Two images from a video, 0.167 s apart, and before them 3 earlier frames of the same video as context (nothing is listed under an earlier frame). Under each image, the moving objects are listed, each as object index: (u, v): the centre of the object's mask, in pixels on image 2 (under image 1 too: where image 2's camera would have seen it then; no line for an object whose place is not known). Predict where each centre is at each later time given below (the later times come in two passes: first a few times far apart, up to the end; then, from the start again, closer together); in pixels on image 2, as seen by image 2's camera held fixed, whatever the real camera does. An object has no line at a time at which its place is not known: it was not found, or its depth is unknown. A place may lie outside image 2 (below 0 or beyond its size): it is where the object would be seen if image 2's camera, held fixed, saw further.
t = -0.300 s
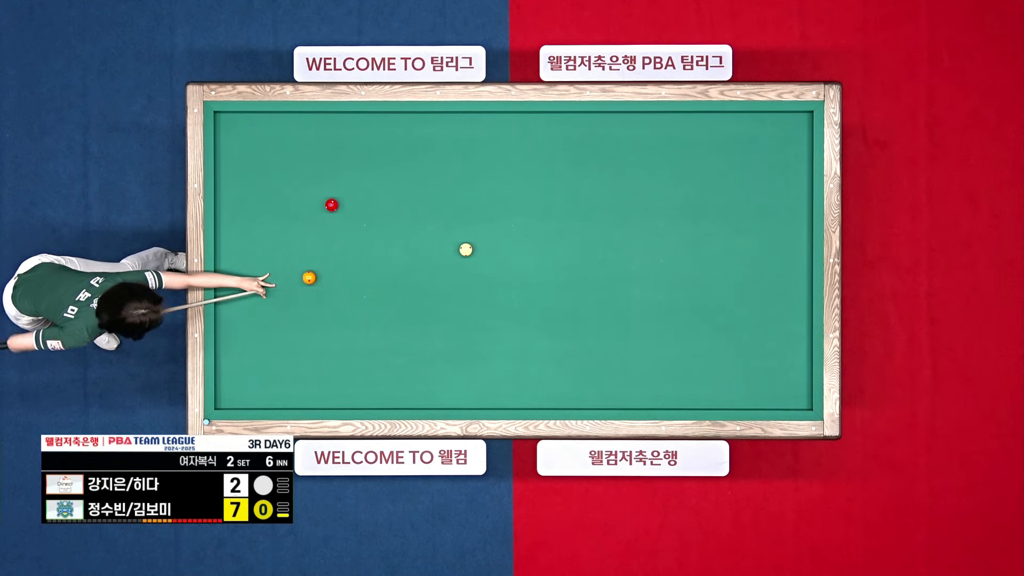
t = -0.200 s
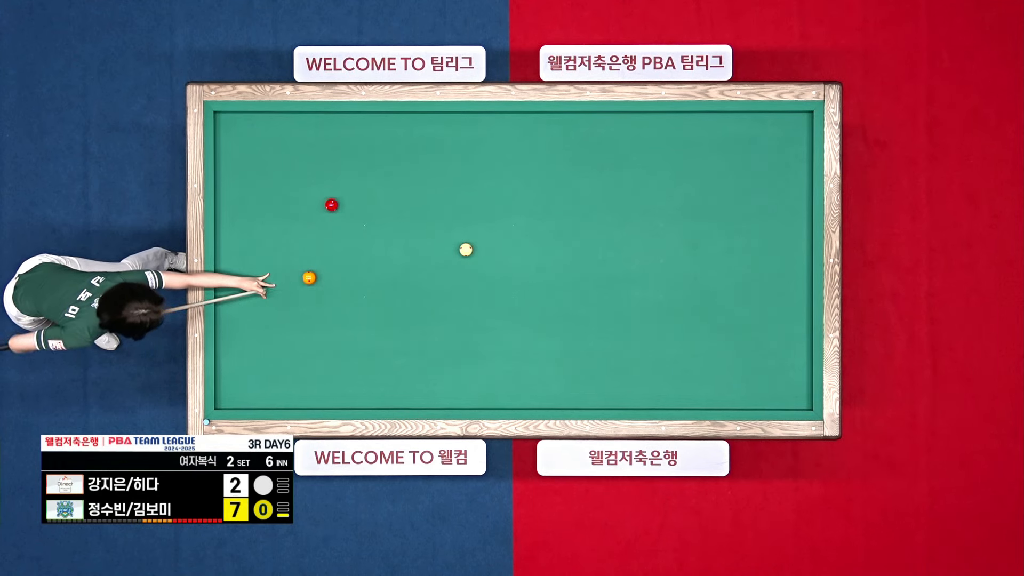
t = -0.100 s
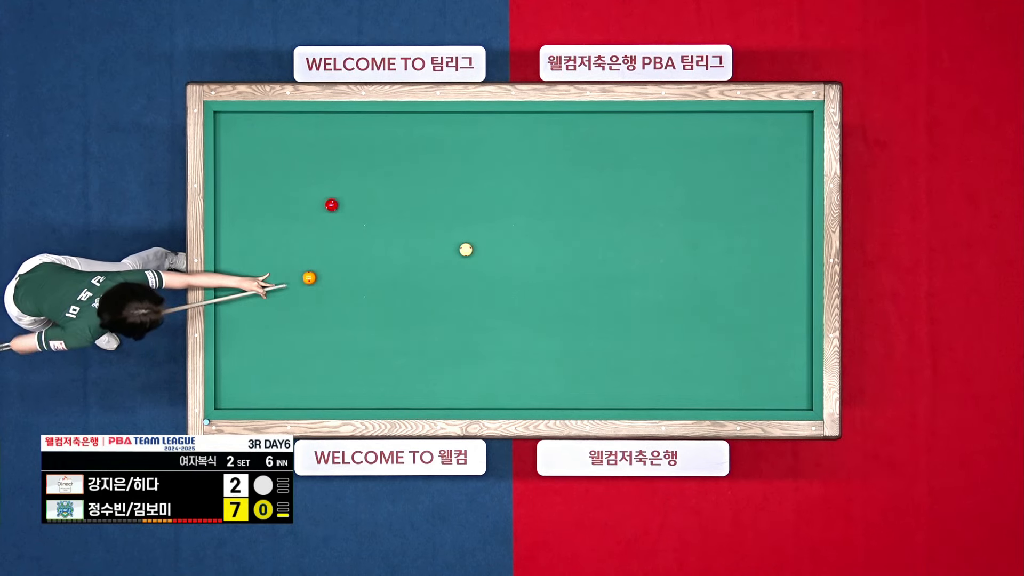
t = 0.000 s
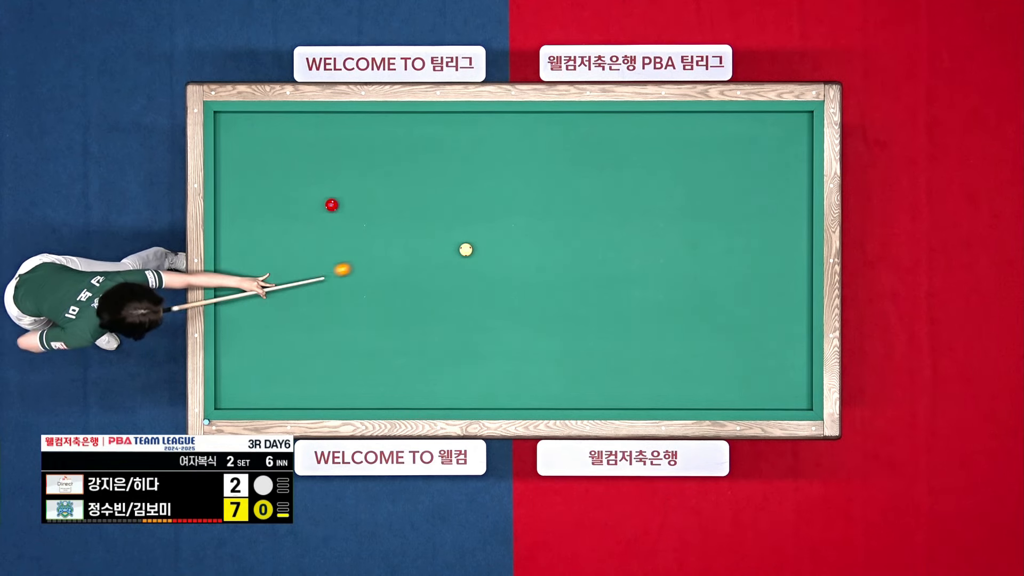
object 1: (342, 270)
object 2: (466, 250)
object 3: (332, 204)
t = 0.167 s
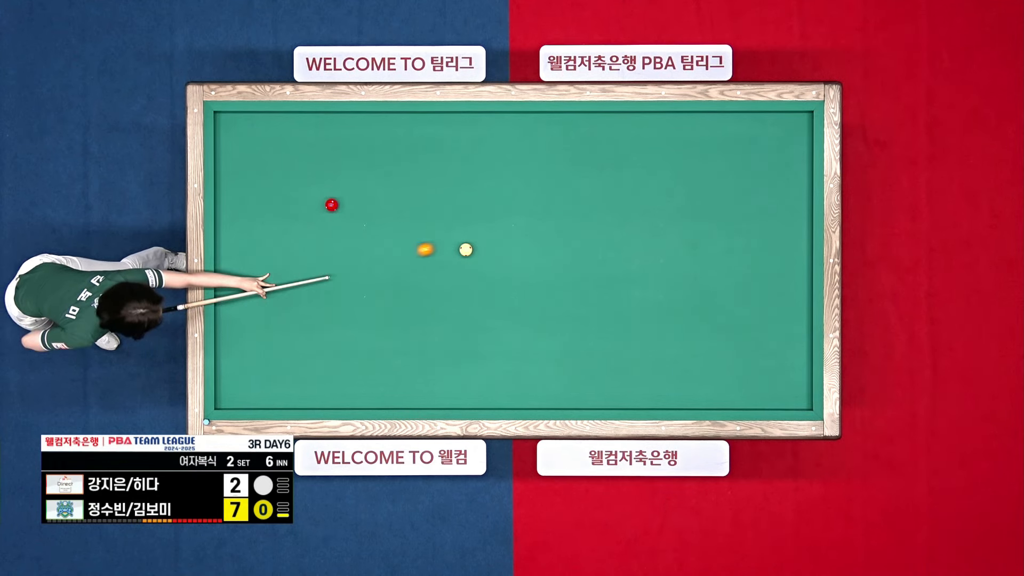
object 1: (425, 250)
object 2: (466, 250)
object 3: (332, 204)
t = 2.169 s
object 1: (706, 335)
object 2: (800, 365)
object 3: (332, 204)
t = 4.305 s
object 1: (412, 248)
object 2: (636, 238)
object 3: (332, 204)
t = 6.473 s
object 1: (307, 144)
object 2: (507, 136)
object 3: (228, 219)
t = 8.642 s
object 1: (295, 203)
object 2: (434, 146)
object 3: (267, 228)
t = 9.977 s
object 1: (291, 220)
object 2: (412, 160)
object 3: (278, 231)
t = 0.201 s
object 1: (441, 246)
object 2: (466, 250)
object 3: (332, 204)
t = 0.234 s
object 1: (456, 241)
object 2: (467, 250)
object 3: (332, 204)
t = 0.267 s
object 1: (463, 232)
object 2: (476, 256)
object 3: (332, 204)
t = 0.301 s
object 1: (470, 223)
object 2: (484, 261)
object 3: (332, 204)
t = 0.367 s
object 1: (485, 206)
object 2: (501, 271)
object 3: (332, 204)
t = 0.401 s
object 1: (494, 197)
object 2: (508, 276)
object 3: (332, 204)
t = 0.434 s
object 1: (502, 189)
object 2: (516, 280)
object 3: (332, 204)
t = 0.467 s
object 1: (511, 181)
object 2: (522, 284)
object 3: (332, 204)
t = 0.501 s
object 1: (520, 173)
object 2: (529, 288)
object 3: (332, 204)
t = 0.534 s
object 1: (529, 166)
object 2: (535, 292)
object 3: (332, 204)
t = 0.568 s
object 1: (538, 158)
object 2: (542, 296)
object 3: (332, 204)
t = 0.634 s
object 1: (556, 143)
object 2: (555, 304)
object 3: (332, 204)
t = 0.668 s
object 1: (565, 135)
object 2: (561, 308)
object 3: (332, 204)
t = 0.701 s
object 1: (575, 127)
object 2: (567, 312)
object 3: (332, 204)
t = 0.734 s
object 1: (584, 119)
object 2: (574, 315)
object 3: (332, 204)
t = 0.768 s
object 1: (593, 121)
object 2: (580, 319)
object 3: (332, 204)
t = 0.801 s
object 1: (602, 128)
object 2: (586, 323)
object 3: (332, 204)
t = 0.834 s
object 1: (611, 134)
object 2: (593, 327)
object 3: (332, 204)
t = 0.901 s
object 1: (630, 145)
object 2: (605, 335)
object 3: (332, 204)
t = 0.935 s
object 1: (639, 149)
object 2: (612, 338)
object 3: (332, 204)
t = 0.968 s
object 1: (648, 154)
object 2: (618, 342)
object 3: (332, 204)
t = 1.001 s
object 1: (657, 159)
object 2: (624, 346)
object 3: (332, 204)
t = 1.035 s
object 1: (666, 163)
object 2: (631, 350)
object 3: (332, 204)
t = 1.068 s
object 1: (675, 168)
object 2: (637, 354)
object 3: (332, 204)
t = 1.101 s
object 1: (684, 172)
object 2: (643, 357)
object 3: (332, 204)
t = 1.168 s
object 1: (703, 181)
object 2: (656, 365)
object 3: (332, 204)
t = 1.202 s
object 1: (711, 186)
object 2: (662, 369)
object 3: (332, 204)
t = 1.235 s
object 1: (721, 190)
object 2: (668, 372)
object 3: (332, 204)
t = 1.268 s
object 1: (730, 195)
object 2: (674, 376)
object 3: (332, 204)
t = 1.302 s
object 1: (738, 199)
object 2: (680, 380)
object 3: (332, 204)
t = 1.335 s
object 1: (747, 204)
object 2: (687, 384)
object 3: (332, 204)
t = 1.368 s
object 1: (756, 208)
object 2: (693, 387)
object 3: (332, 204)
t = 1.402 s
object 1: (765, 213)
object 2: (699, 391)
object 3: (332, 204)
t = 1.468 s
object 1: (783, 222)
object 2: (711, 398)
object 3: (332, 204)
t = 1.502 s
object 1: (792, 226)
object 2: (717, 402)
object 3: (332, 204)
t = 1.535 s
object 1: (801, 231)
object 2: (723, 403)
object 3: (332, 204)
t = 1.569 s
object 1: (805, 236)
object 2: (728, 400)
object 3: (332, 204)
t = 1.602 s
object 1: (797, 241)
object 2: (733, 398)
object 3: (332, 204)
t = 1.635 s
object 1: (790, 247)
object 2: (737, 396)
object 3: (332, 204)
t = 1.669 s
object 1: (783, 253)
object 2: (742, 394)
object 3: (332, 204)
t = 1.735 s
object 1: (771, 264)
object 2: (752, 390)
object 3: (332, 204)
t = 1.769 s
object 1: (766, 270)
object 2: (757, 388)
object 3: (332, 204)
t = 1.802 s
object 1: (761, 275)
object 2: (762, 386)
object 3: (332, 204)
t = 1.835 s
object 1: (756, 281)
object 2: (767, 384)
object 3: (332, 204)
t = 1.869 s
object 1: (751, 286)
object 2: (771, 382)
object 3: (332, 204)
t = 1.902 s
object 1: (746, 292)
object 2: (776, 381)
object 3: (332, 204)
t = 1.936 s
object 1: (741, 297)
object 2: (781, 379)
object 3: (332, 204)
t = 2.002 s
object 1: (731, 309)
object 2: (791, 375)
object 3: (332, 204)
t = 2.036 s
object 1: (726, 314)
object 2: (795, 373)
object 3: (332, 204)
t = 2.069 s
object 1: (721, 319)
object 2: (800, 371)
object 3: (332, 204)
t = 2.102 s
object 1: (716, 325)
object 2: (805, 369)
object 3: (332, 204)
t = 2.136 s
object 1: (711, 330)
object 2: (804, 367)
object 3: (332, 204)
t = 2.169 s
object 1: (706, 335)
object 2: (800, 365)
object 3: (332, 204)
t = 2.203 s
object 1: (701, 341)
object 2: (797, 363)
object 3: (332, 204)
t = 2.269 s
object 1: (691, 352)
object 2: (791, 358)
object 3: (332, 204)
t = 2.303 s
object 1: (686, 357)
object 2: (788, 356)
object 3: (332, 204)
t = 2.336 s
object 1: (681, 363)
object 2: (785, 354)
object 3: (332, 204)
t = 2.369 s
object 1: (677, 368)
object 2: (783, 352)
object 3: (332, 204)
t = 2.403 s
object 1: (672, 373)
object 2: (780, 350)
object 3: (332, 204)
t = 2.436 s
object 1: (667, 379)
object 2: (777, 348)
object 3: (332, 204)
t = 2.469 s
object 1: (662, 384)
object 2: (774, 346)
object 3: (332, 204)
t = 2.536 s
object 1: (652, 395)
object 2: (769, 341)
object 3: (332, 204)
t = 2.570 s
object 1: (647, 400)
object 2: (766, 339)
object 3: (332, 204)
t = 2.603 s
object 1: (643, 403)
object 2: (763, 337)
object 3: (332, 204)
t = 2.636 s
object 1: (638, 399)
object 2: (761, 335)
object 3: (332, 204)
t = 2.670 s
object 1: (633, 395)
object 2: (758, 333)
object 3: (332, 204)
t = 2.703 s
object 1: (628, 391)
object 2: (755, 331)
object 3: (332, 204)
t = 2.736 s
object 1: (623, 388)
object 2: (752, 329)
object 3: (332, 204)
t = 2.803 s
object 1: (614, 381)
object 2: (747, 325)
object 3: (332, 204)
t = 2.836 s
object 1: (609, 379)
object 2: (744, 322)
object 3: (332, 204)
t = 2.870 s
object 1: (604, 375)
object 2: (742, 321)
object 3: (332, 204)
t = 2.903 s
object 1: (600, 372)
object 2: (739, 319)
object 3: (332, 204)
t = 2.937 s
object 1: (595, 369)
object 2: (736, 316)
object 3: (332, 204)
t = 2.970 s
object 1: (591, 366)
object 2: (734, 314)
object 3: (332, 204)
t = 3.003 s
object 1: (586, 363)
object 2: (731, 313)
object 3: (332, 204)
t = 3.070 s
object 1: (577, 357)
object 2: (726, 308)
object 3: (332, 204)
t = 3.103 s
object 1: (572, 354)
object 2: (723, 306)
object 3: (332, 204)
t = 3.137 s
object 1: (567, 351)
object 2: (721, 304)
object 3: (332, 204)
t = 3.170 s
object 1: (563, 348)
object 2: (718, 302)
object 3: (332, 204)
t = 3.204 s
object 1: (558, 345)
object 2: (716, 300)
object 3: (332, 204)
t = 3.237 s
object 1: (554, 342)
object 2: (713, 298)
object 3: (332, 204)
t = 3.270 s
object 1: (549, 339)
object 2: (710, 296)
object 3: (332, 204)
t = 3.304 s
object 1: (544, 336)
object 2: (708, 295)
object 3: (332, 204)
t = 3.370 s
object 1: (535, 330)
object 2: (703, 291)
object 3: (332, 204)
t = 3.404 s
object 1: (531, 327)
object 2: (700, 289)
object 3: (332, 204)
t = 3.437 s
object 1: (527, 324)
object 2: (698, 287)
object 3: (332, 204)
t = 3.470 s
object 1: (522, 321)
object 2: (696, 285)
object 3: (332, 204)
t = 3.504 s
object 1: (517, 318)
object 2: (693, 283)
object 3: (332, 204)
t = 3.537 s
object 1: (513, 315)
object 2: (690, 281)
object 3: (332, 204)
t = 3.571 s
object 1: (508, 312)
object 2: (688, 279)
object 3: (332, 204)
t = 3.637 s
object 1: (499, 306)
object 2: (683, 275)
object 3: (332, 204)
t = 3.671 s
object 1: (495, 303)
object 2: (681, 273)
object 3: (332, 204)
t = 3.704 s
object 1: (491, 300)
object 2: (678, 271)
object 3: (332, 204)
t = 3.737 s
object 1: (486, 297)
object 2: (676, 269)
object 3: (332, 204)
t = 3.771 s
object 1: (482, 294)
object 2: (673, 268)
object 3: (332, 204)
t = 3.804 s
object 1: (477, 291)
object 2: (671, 266)
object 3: (332, 204)
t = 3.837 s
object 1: (473, 288)
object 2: (668, 264)
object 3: (332, 204)
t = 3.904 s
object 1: (464, 282)
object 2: (664, 260)
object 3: (332, 204)
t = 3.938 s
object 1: (460, 280)
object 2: (661, 258)
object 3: (332, 204)
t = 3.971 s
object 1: (456, 277)
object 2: (659, 256)
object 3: (332, 204)
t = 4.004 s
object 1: (451, 274)
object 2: (657, 255)
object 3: (332, 204)
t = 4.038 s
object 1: (447, 271)
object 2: (654, 253)
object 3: (332, 204)
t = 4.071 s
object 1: (443, 268)
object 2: (652, 251)
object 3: (332, 204)
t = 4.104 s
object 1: (438, 265)
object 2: (650, 249)
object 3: (332, 204)
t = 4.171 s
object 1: (430, 260)
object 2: (645, 245)
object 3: (332, 204)
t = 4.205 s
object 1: (425, 257)
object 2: (643, 244)
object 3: (332, 204)
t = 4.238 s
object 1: (421, 254)
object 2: (640, 242)
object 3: (332, 204)
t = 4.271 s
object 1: (417, 251)
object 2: (638, 240)
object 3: (332, 204)
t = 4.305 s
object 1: (412, 248)
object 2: (636, 238)
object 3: (332, 204)
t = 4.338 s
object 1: (408, 246)
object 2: (634, 236)
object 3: (332, 204)
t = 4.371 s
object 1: (404, 243)
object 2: (631, 235)
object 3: (332, 204)
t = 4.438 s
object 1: (396, 237)
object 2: (627, 231)
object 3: (332, 204)
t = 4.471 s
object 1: (391, 235)
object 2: (625, 229)
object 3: (331, 204)
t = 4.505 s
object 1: (387, 232)
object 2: (622, 228)
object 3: (332, 204)
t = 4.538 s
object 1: (383, 229)
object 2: (620, 226)
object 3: (331, 204)
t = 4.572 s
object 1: (379, 226)
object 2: (618, 224)
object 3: (332, 204)
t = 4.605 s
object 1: (375, 224)
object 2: (616, 223)
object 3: (332, 204)
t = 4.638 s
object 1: (370, 221)
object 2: (614, 221)
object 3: (332, 204)
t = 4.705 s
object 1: (362, 215)
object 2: (609, 217)
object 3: (332, 204)
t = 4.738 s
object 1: (358, 213)
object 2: (607, 216)
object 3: (331, 204)
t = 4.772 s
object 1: (354, 210)
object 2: (605, 214)
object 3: (331, 204)
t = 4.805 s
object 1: (350, 207)
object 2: (603, 212)
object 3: (331, 204)
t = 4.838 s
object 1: (346, 204)
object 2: (601, 211)
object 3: (331, 204)
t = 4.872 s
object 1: (344, 202)
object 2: (599, 209)
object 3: (330, 204)
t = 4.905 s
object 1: (343, 198)
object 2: (597, 207)
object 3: (326, 205)
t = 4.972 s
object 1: (341, 192)
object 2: (592, 204)
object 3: (321, 206)
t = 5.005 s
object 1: (340, 189)
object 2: (590, 202)
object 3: (319, 206)
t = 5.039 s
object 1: (338, 187)
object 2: (588, 201)
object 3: (317, 206)
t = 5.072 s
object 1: (337, 183)
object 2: (586, 199)
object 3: (314, 207)
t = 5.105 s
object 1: (336, 180)
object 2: (584, 198)
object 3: (312, 207)
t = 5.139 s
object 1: (335, 177)
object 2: (582, 196)
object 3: (310, 207)
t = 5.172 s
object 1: (334, 174)
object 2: (580, 194)
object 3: (307, 208)
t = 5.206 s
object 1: (333, 171)
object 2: (578, 193)
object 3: (305, 208)
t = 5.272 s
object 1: (331, 165)
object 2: (574, 189)
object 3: (301, 208)
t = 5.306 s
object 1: (330, 162)
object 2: (572, 188)
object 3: (299, 209)
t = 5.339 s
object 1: (329, 160)
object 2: (570, 186)
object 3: (297, 209)
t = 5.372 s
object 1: (327, 157)
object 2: (568, 185)
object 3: (294, 209)
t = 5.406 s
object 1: (326, 154)
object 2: (566, 183)
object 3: (292, 210)
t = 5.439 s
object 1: (325, 151)
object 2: (564, 182)
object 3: (290, 210)
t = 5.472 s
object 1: (324, 148)
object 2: (562, 180)
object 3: (288, 210)
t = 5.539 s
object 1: (322, 142)
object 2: (558, 177)
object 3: (284, 211)
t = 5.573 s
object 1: (321, 140)
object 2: (556, 175)
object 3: (281, 211)
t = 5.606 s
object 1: (320, 137)
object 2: (554, 174)
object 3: (279, 212)
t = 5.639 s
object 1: (319, 134)
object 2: (553, 172)
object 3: (277, 212)
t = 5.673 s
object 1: (318, 131)
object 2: (551, 171)
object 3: (275, 212)
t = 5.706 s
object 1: (317, 128)
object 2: (549, 169)
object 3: (273, 212)
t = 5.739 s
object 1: (316, 126)
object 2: (547, 168)
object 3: (271, 213)
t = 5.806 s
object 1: (314, 120)
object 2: (543, 165)
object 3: (267, 213)
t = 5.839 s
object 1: (313, 118)
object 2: (541, 163)
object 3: (265, 214)
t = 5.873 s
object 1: (312, 119)
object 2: (539, 162)
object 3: (263, 214)
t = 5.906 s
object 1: (312, 121)
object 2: (537, 160)
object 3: (261, 214)
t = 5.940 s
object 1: (312, 122)
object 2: (536, 159)
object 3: (259, 215)
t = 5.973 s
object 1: (311, 124)
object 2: (534, 157)
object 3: (257, 215)
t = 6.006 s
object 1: (311, 125)
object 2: (532, 156)
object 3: (255, 215)
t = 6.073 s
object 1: (310, 128)
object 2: (528, 153)
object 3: (251, 216)
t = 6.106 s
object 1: (310, 129)
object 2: (527, 152)
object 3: (249, 216)
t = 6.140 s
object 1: (310, 131)
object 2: (525, 150)
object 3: (247, 216)
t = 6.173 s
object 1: (310, 132)
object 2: (523, 149)
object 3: (245, 216)
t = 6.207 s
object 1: (309, 133)
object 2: (521, 147)
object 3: (243, 217)
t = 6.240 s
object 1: (309, 135)
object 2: (519, 146)
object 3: (241, 217)
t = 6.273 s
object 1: (309, 136)
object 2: (518, 145)
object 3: (239, 217)
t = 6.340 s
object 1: (308, 139)
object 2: (514, 142)
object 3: (236, 218)
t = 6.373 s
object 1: (308, 140)
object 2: (512, 140)
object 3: (234, 218)
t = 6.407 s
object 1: (308, 141)
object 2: (511, 139)
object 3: (232, 218)
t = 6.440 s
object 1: (308, 142)
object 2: (509, 138)
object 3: (230, 219)
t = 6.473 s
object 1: (307, 144)
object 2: (507, 136)
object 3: (228, 219)
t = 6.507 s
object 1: (307, 145)
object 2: (506, 135)
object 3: (226, 219)
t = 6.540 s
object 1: (307, 146)
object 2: (504, 134)
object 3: (224, 219)
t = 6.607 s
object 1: (306, 149)
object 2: (501, 131)
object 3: (221, 220)
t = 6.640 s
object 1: (306, 150)
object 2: (499, 130)
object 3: (221, 220)
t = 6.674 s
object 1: (306, 151)
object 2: (497, 128)
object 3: (223, 220)
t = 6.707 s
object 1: (305, 152)
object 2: (496, 127)
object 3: (224, 221)
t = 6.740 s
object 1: (305, 153)
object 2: (494, 126)
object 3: (225, 221)
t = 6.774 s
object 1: (305, 154)
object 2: (492, 124)
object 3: (226, 221)
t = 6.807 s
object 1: (305, 156)
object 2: (491, 123)
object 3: (227, 221)
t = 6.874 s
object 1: (304, 158)
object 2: (488, 121)
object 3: (229, 221)
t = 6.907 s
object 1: (304, 159)
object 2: (486, 119)
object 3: (230, 222)
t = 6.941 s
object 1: (304, 160)
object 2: (485, 118)
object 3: (231, 222)
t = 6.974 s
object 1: (304, 161)
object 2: (483, 118)
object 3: (232, 222)
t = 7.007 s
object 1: (303, 162)
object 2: (482, 119)
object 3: (233, 222)
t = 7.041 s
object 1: (303, 163)
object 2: (481, 119)
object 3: (234, 222)
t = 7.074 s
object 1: (303, 164)
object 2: (480, 120)
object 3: (235, 222)
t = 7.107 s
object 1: (303, 165)
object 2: (478, 121)
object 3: (236, 223)
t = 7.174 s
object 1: (302, 168)
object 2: (476, 122)
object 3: (238, 223)
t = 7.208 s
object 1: (302, 169)
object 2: (475, 123)
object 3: (239, 223)
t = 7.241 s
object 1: (302, 170)
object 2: (474, 123)
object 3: (239, 223)
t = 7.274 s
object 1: (302, 171)
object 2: (473, 124)
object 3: (240, 223)
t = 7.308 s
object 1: (301, 172)
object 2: (471, 125)
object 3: (241, 224)
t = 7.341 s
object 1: (301, 173)
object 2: (470, 125)
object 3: (242, 224)
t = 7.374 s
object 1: (301, 174)
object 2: (469, 126)
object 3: (243, 224)
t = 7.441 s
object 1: (301, 176)
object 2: (467, 127)
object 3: (245, 224)
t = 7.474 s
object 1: (301, 176)
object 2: (466, 128)
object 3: (245, 224)
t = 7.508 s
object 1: (300, 177)
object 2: (465, 128)
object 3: (246, 224)
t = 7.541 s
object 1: (300, 178)
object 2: (464, 129)
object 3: (247, 225)
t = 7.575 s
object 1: (300, 179)
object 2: (463, 129)
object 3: (248, 225)
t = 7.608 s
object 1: (300, 180)
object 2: (462, 130)
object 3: (248, 225)
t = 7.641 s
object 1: (299, 181)
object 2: (461, 131)
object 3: (249, 225)
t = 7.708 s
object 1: (299, 183)
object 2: (459, 132)
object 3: (251, 225)
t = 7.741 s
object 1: (299, 184)
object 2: (458, 132)
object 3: (251, 226)
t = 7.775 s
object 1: (299, 185)
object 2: (457, 133)
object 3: (252, 226)
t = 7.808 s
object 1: (299, 186)
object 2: (456, 133)
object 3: (253, 226)
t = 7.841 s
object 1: (298, 186)
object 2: (455, 134)
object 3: (254, 226)
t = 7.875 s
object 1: (298, 187)
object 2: (454, 134)
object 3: (254, 226)
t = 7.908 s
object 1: (298, 188)
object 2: (453, 135)
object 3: (255, 226)
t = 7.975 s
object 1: (298, 190)
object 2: (451, 136)
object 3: (256, 226)
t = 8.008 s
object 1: (298, 190)
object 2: (450, 137)
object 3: (257, 226)
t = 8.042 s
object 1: (297, 191)
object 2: (449, 137)
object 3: (258, 227)
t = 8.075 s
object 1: (297, 192)
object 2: (448, 138)
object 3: (258, 227)
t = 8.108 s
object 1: (297, 193)
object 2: (448, 139)
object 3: (259, 227)
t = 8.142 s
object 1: (297, 193)
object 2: (447, 139)
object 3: (259, 227)
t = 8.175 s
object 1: (297, 194)
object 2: (446, 139)
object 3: (260, 227)
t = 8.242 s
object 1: (296, 196)
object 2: (444, 141)
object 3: (261, 227)
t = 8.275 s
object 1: (296, 196)
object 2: (443, 141)
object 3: (262, 227)
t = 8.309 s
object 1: (296, 197)
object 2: (442, 142)
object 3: (262, 228)
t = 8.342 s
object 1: (296, 198)
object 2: (442, 142)
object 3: (263, 228)
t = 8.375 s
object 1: (296, 198)
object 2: (441, 143)
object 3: (263, 228)
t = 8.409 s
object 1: (296, 199)
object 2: (440, 143)
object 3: (264, 228)
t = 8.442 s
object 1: (296, 200)
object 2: (439, 143)
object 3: (264, 228)
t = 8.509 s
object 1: (295, 201)
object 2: (438, 144)
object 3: (266, 228)
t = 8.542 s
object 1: (295, 202)
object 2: (437, 145)
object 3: (266, 228)
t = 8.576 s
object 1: (295, 202)
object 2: (436, 145)
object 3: (267, 228)
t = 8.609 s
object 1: (295, 203)
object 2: (435, 146)
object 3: (267, 228)
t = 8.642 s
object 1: (295, 203)
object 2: (434, 146)
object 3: (267, 228)
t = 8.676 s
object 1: (295, 204)
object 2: (434, 147)
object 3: (268, 228)
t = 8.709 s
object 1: (295, 205)
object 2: (433, 147)
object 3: (268, 228)
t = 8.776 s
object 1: (294, 206)
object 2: (432, 148)
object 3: (269, 228)
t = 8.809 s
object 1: (294, 206)
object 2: (431, 148)
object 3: (270, 229)
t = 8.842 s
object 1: (294, 207)
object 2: (430, 149)
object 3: (270, 229)
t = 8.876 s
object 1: (294, 207)
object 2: (430, 149)
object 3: (270, 229)
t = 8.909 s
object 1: (294, 208)
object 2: (429, 149)
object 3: (271, 229)
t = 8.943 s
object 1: (294, 209)
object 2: (428, 150)
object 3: (271, 229)
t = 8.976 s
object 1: (294, 209)
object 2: (428, 150)
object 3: (272, 229)
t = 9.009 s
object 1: (294, 210)
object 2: (427, 151)
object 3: (272, 229)
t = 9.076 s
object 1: (294, 211)
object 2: (426, 151)
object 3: (273, 229)
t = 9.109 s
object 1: (294, 211)
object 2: (425, 152)
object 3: (273, 229)
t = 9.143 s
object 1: (293, 211)
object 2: (425, 152)
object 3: (273, 229)
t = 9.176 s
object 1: (293, 212)
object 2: (424, 153)
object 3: (274, 229)
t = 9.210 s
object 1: (293, 212)
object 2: (423, 153)
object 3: (274, 229)
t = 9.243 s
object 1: (293, 213)
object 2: (423, 153)
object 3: (274, 229)
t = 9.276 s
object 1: (293, 213)
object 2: (422, 154)
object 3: (275, 230)
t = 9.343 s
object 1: (293, 214)
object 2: (421, 154)
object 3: (275, 230)
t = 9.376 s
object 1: (293, 214)
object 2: (421, 155)
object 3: (275, 230)
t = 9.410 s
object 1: (293, 215)
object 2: (420, 155)
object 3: (276, 230)
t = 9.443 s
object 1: (293, 215)
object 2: (419, 155)
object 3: (276, 230)
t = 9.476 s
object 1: (293, 215)
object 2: (419, 156)
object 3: (276, 230)
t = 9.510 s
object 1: (293, 216)
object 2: (419, 156)
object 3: (276, 230)
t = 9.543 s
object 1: (293, 216)
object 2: (418, 156)
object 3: (277, 230)
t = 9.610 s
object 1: (292, 217)
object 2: (417, 157)
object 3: (277, 230)
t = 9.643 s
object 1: (292, 217)
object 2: (416, 157)
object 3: (277, 230)
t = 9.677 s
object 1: (292, 218)
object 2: (416, 157)
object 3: (277, 230)
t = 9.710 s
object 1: (292, 218)
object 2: (415, 158)
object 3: (277, 230)
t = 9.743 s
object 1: (292, 218)
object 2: (415, 158)
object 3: (278, 230)
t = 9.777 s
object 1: (292, 219)
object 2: (415, 158)
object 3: (278, 231)
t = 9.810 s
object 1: (292, 219)
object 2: (414, 159)
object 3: (278, 231)
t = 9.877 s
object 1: (292, 219)
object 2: (413, 159)
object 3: (278, 231)
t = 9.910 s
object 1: (291, 219)
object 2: (413, 159)
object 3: (278, 231)
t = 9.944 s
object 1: (291, 220)
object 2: (412, 160)
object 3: (278, 231)
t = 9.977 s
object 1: (291, 220)
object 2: (412, 160)
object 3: (278, 231)
